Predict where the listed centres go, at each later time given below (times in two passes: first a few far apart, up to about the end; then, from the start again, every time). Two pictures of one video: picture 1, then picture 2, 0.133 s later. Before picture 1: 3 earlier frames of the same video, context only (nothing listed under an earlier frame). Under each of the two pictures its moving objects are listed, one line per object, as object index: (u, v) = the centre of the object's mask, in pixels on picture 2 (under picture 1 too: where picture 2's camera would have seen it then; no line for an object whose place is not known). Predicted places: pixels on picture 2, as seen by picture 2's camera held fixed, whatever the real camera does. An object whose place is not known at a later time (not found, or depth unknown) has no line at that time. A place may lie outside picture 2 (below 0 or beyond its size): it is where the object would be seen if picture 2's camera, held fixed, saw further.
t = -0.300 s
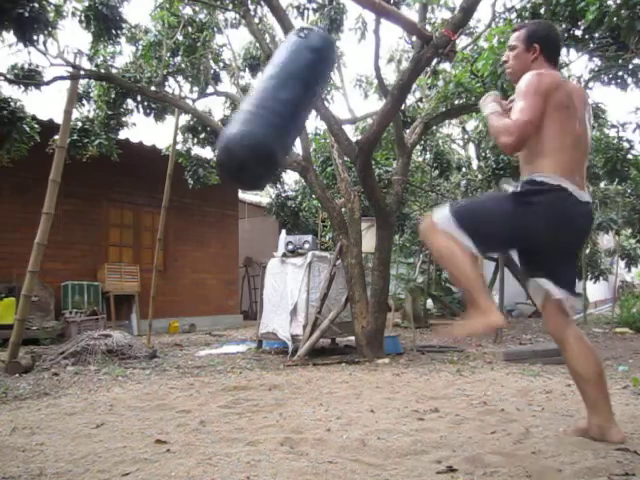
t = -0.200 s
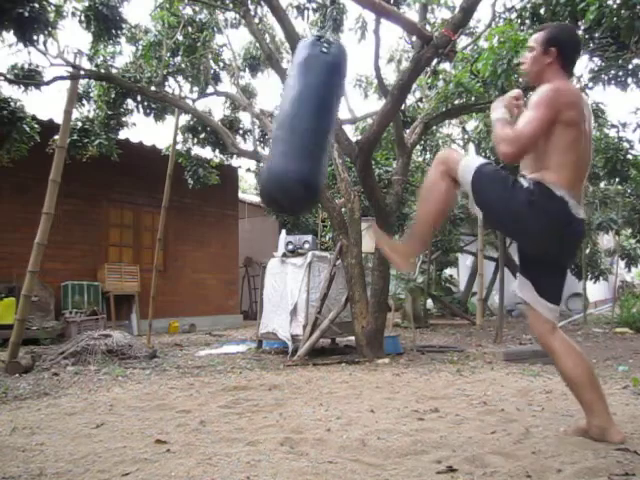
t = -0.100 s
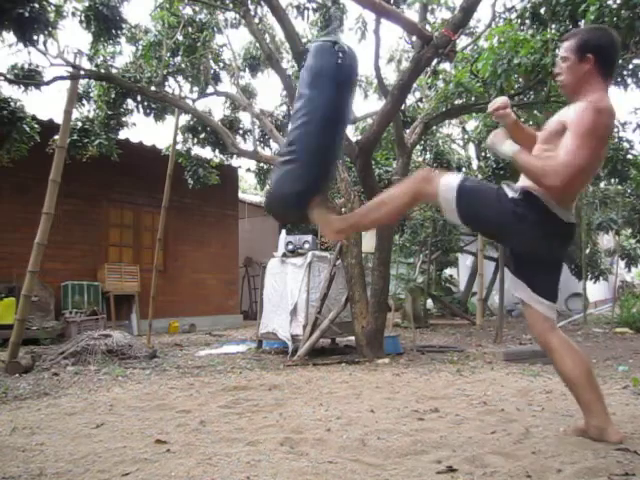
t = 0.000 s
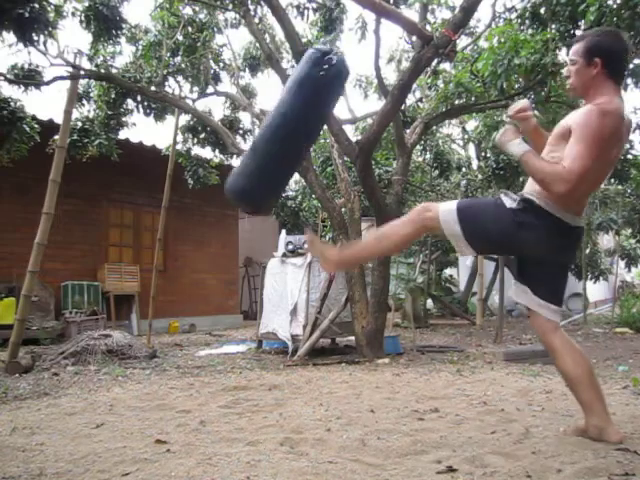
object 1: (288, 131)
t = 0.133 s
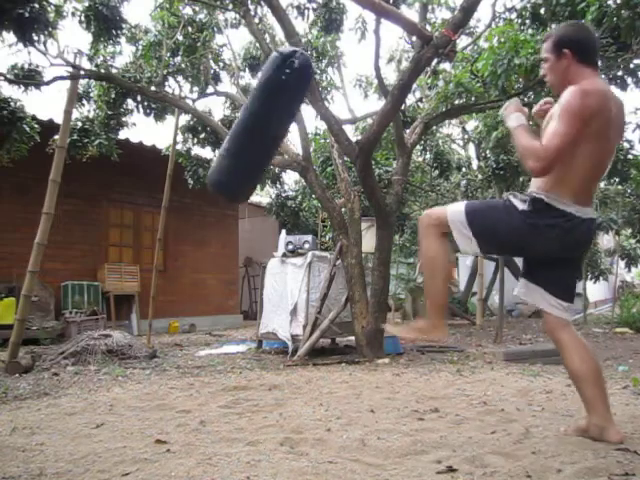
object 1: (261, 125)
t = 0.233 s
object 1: (258, 113)
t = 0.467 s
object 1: (275, 111)
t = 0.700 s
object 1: (302, 134)
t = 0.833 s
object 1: (328, 144)
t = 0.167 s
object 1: (259, 120)
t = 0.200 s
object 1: (258, 116)
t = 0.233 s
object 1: (258, 113)
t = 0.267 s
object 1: (258, 111)
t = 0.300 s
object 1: (259, 111)
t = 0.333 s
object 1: (261, 111)
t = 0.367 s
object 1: (264, 110)
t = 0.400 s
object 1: (267, 110)
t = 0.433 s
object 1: (271, 110)
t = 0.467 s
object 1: (275, 111)
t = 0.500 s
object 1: (278, 112)
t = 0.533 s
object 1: (283, 115)
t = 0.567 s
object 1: (287, 117)
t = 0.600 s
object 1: (290, 121)
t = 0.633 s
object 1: (294, 125)
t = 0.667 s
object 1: (297, 130)
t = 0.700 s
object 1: (302, 134)
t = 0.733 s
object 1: (307, 138)
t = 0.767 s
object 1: (313, 143)
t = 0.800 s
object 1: (320, 142)
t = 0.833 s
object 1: (328, 144)
